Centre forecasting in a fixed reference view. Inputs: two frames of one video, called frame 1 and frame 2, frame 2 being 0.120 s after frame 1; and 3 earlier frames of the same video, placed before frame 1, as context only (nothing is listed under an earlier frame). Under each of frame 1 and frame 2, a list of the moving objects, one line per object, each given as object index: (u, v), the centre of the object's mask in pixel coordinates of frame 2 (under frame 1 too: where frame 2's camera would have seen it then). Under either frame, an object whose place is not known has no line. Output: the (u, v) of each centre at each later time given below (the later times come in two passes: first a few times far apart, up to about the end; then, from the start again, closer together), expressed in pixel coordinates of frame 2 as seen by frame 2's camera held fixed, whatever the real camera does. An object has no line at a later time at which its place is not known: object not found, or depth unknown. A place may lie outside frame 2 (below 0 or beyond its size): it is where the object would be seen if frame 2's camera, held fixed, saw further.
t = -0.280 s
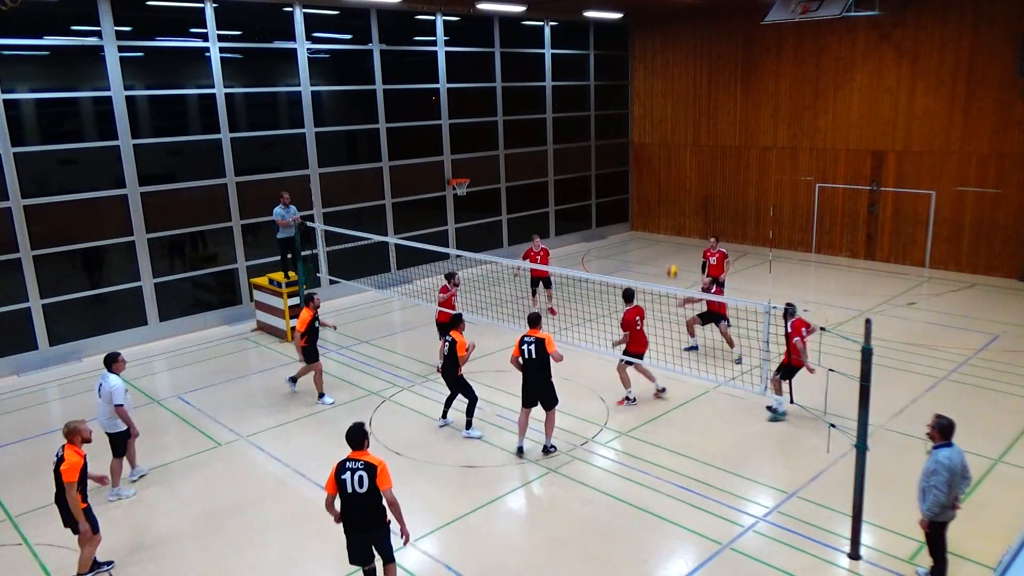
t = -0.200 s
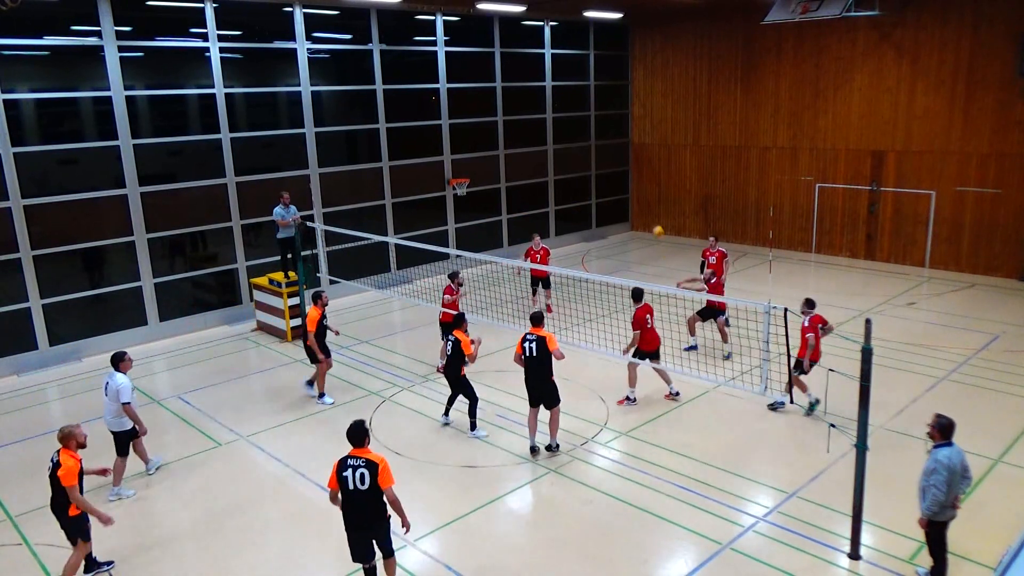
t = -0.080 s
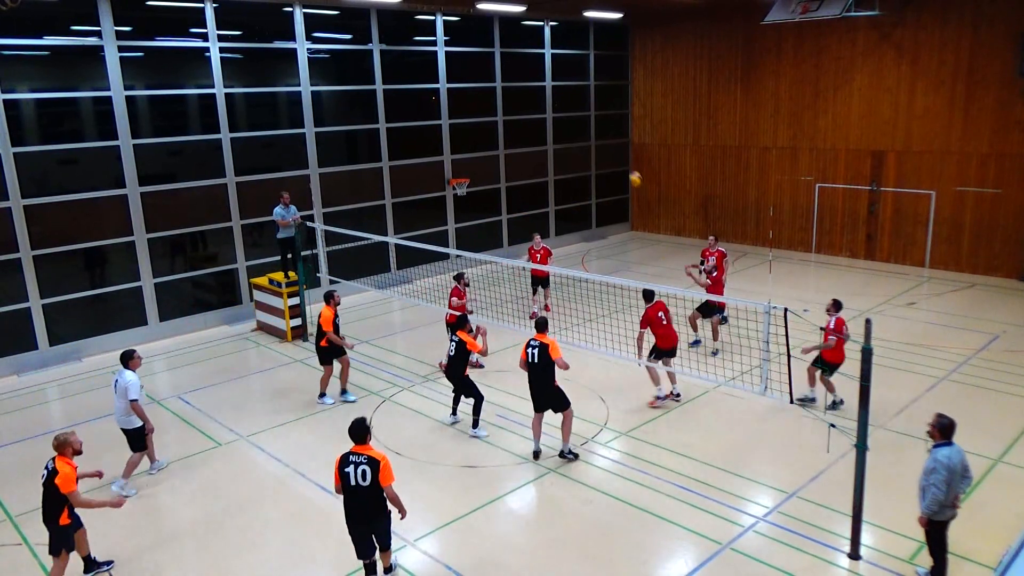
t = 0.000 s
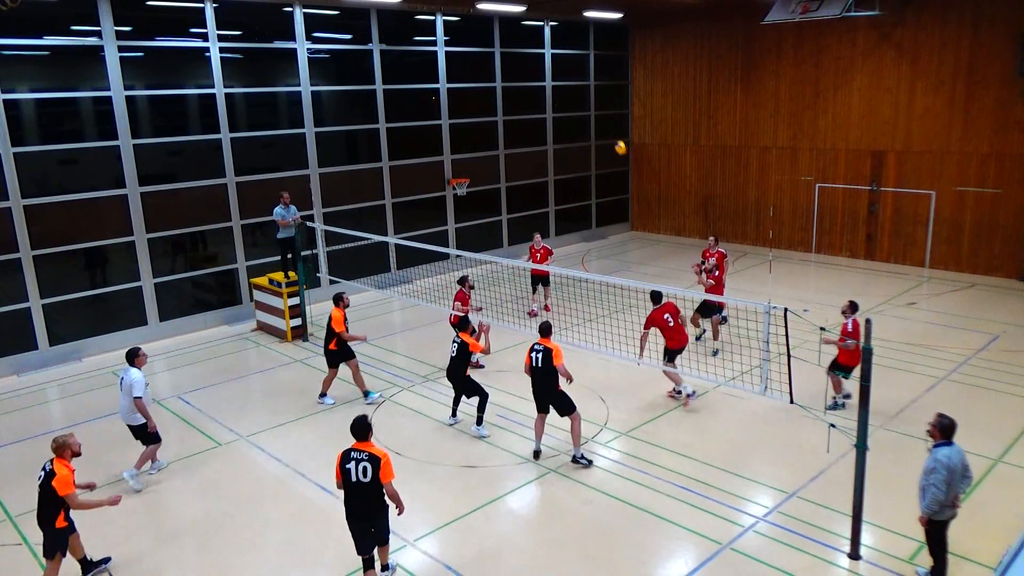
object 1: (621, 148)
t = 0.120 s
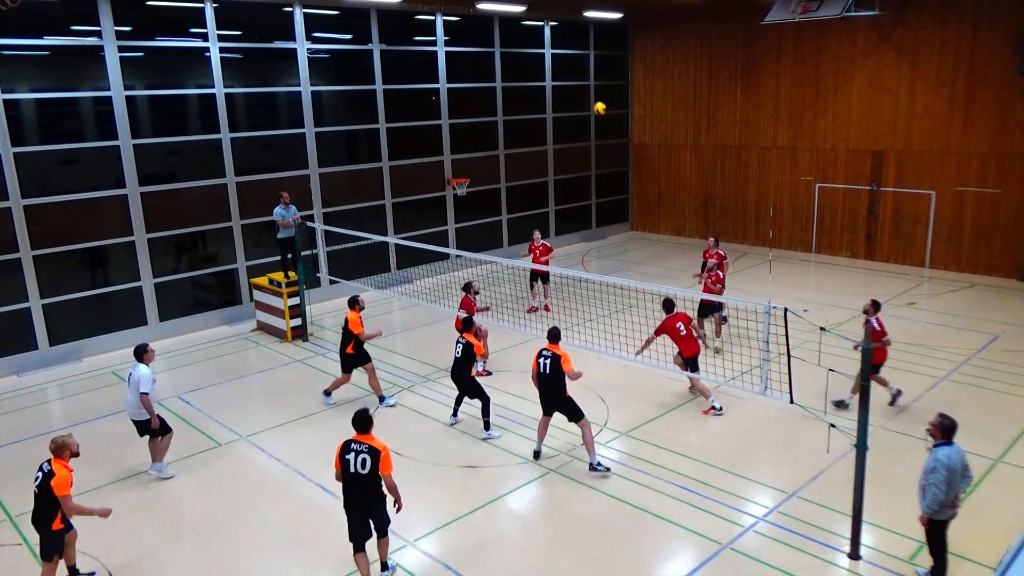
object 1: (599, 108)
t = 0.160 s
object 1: (593, 97)
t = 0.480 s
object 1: (541, 43)
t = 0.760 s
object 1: (499, 45)
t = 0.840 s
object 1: (488, 54)
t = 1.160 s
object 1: (448, 121)
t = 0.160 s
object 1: (593, 97)
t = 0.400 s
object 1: (554, 51)
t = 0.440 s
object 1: (547, 46)
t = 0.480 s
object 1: (541, 43)
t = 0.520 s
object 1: (535, 41)
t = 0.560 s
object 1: (528, 39)
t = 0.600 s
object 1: (522, 38)
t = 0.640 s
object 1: (516, 39)
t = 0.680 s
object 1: (510, 40)
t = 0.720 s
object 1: (505, 42)
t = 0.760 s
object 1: (499, 45)
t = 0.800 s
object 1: (493, 49)
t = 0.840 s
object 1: (488, 54)
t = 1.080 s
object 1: (457, 100)
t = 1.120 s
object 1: (452, 110)
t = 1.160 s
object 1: (448, 121)
